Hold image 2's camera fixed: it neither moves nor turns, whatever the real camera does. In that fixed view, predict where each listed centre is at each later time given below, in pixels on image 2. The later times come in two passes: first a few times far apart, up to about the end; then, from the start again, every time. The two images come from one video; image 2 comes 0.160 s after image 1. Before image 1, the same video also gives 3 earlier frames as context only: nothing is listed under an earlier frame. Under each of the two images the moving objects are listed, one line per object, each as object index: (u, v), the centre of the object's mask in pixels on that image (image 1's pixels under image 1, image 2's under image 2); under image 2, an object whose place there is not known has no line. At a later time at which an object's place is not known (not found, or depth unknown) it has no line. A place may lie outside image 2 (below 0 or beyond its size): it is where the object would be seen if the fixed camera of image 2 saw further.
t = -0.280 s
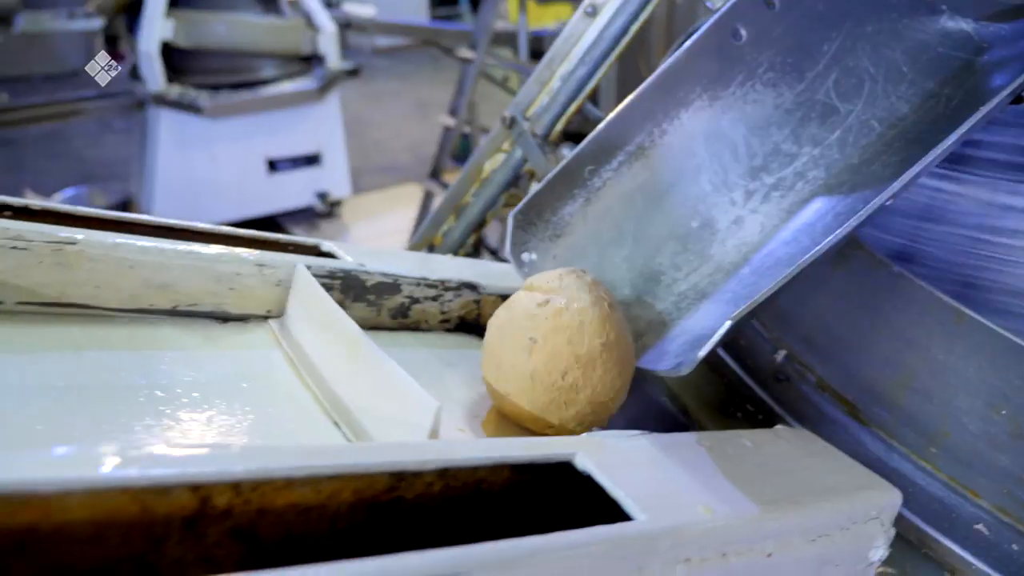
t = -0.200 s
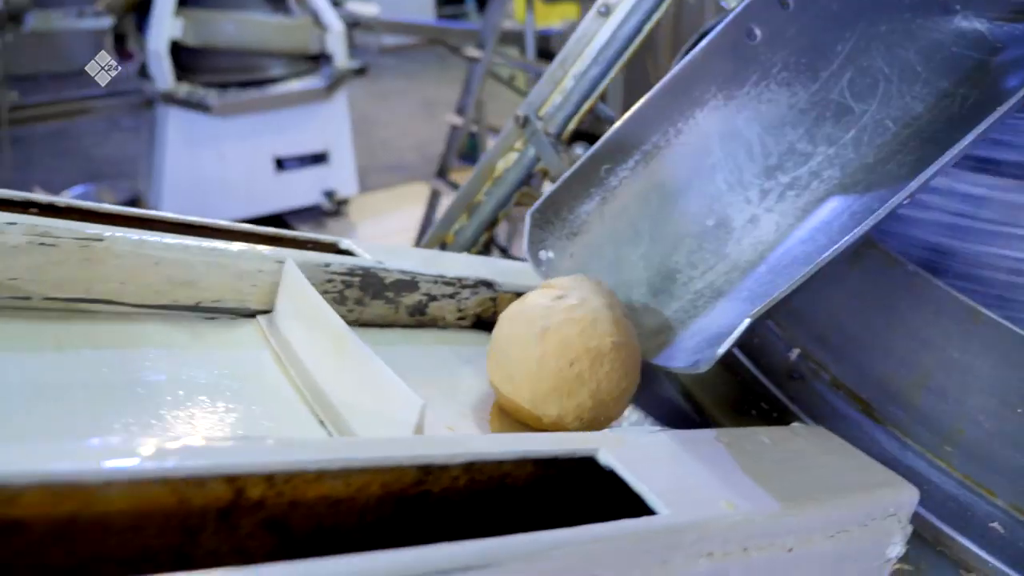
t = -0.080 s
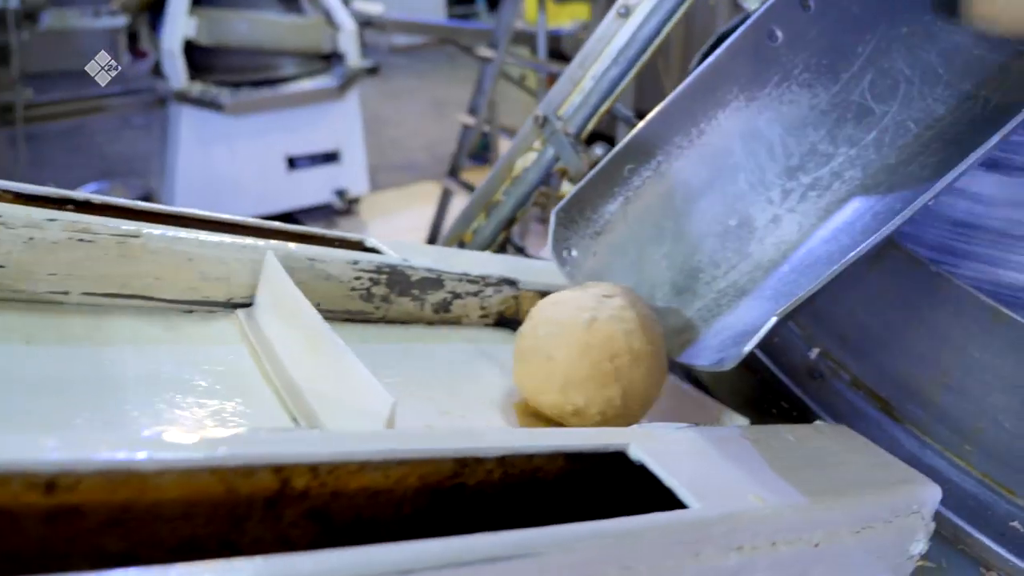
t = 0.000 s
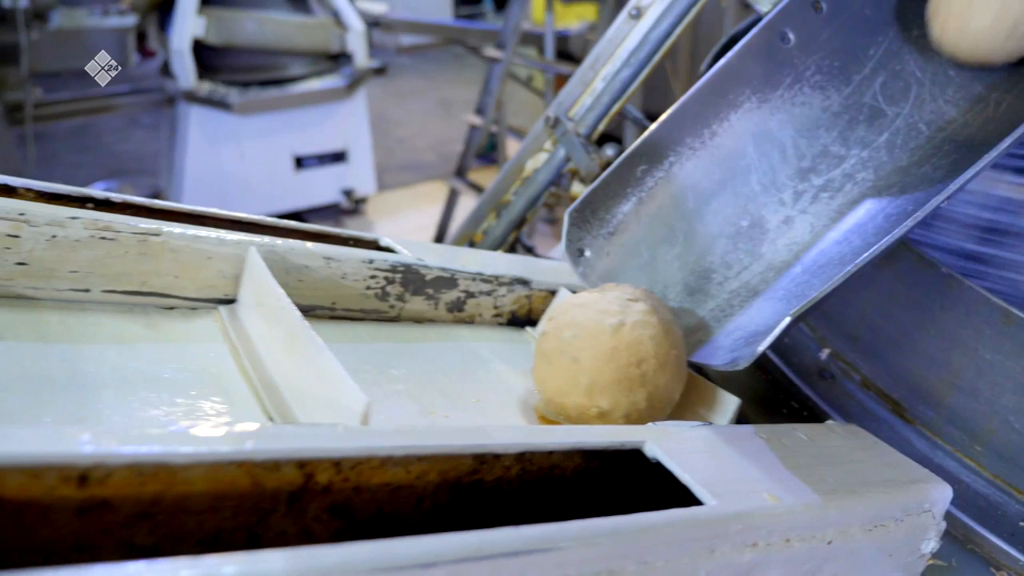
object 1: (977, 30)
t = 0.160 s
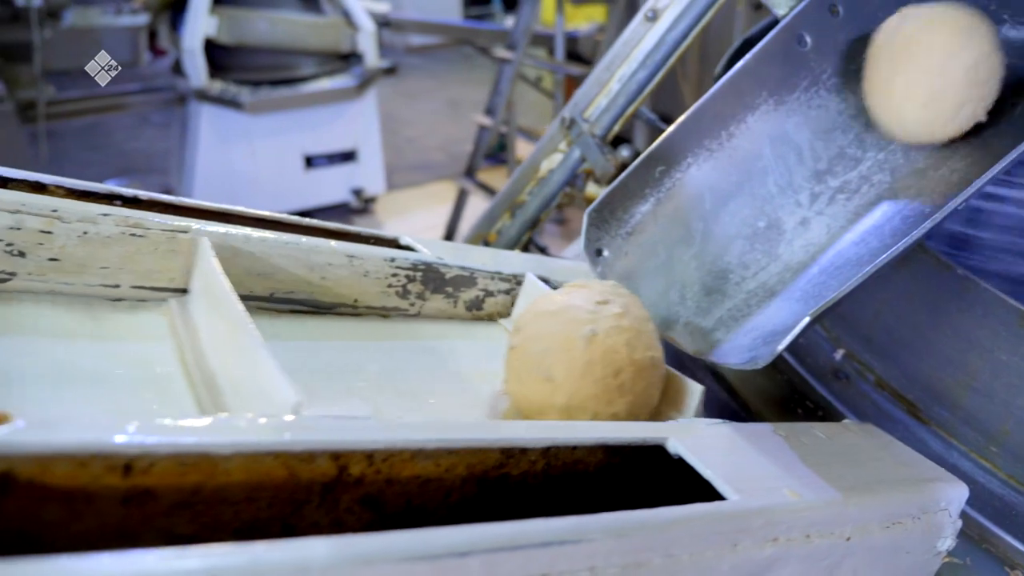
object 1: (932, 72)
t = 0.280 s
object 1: (846, 137)
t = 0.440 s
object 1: (724, 254)
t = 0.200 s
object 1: (907, 86)
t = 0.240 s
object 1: (878, 107)
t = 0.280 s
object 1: (846, 137)
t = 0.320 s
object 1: (814, 160)
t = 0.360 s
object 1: (788, 175)
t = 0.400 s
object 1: (757, 208)
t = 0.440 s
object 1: (724, 254)
